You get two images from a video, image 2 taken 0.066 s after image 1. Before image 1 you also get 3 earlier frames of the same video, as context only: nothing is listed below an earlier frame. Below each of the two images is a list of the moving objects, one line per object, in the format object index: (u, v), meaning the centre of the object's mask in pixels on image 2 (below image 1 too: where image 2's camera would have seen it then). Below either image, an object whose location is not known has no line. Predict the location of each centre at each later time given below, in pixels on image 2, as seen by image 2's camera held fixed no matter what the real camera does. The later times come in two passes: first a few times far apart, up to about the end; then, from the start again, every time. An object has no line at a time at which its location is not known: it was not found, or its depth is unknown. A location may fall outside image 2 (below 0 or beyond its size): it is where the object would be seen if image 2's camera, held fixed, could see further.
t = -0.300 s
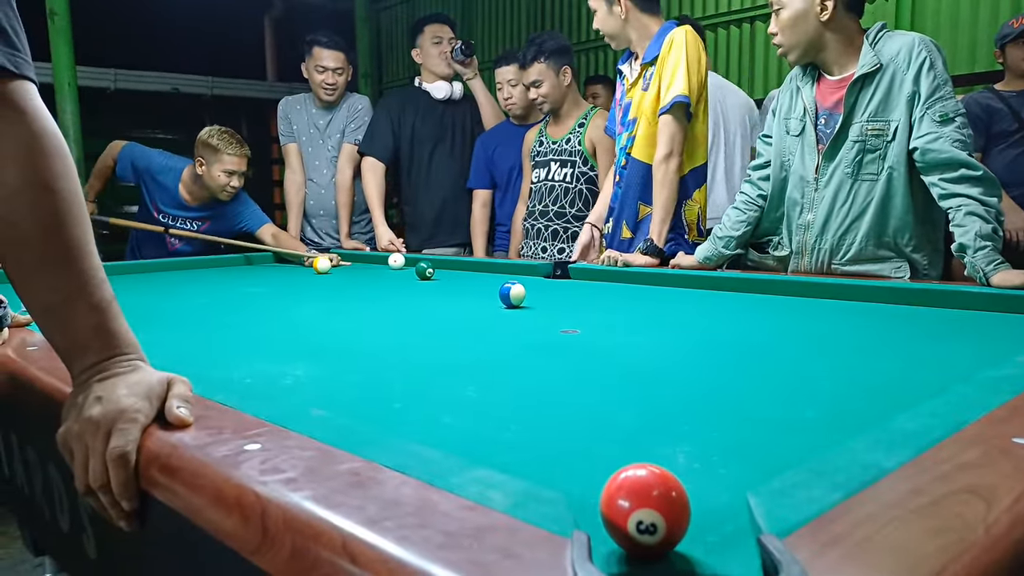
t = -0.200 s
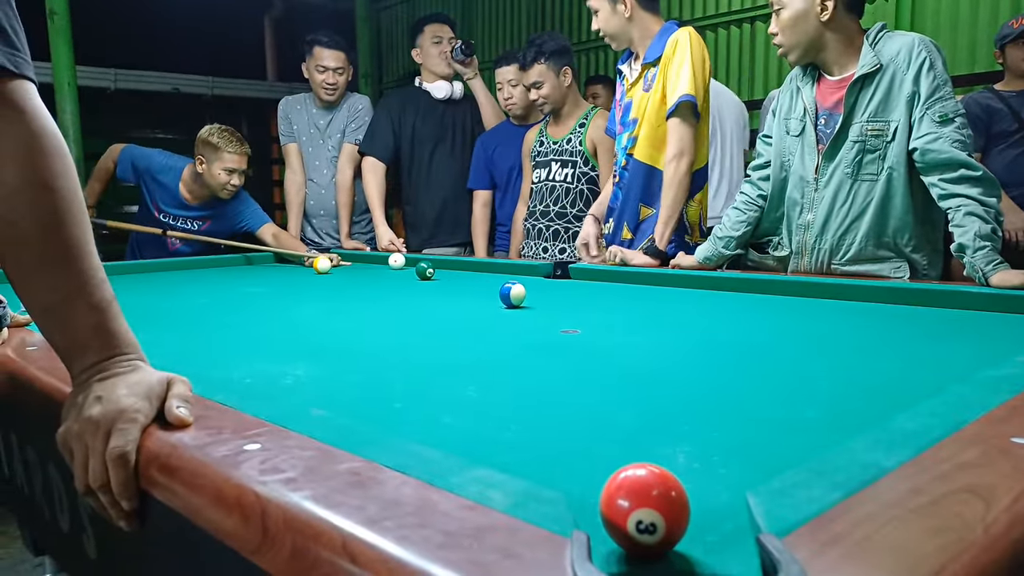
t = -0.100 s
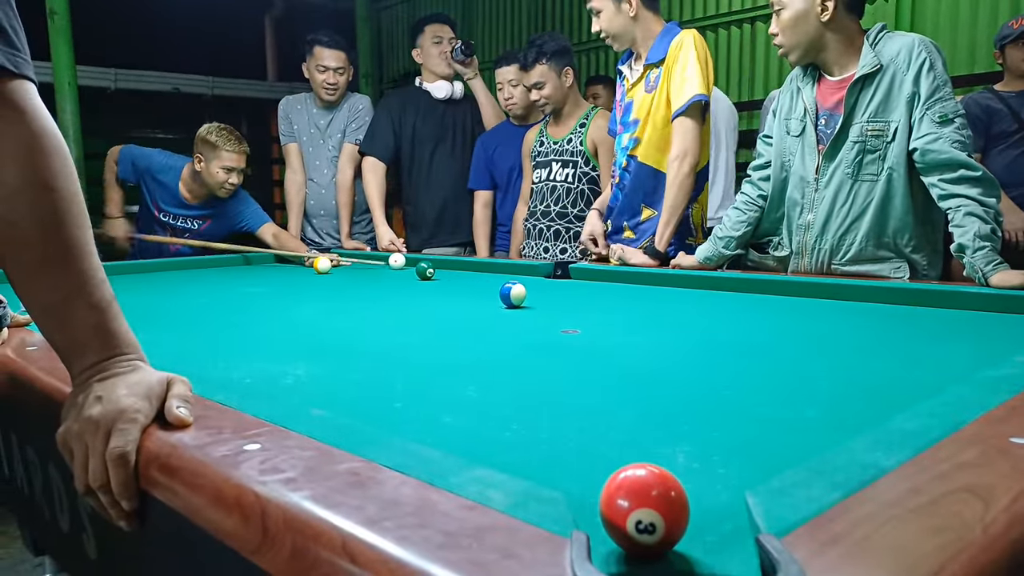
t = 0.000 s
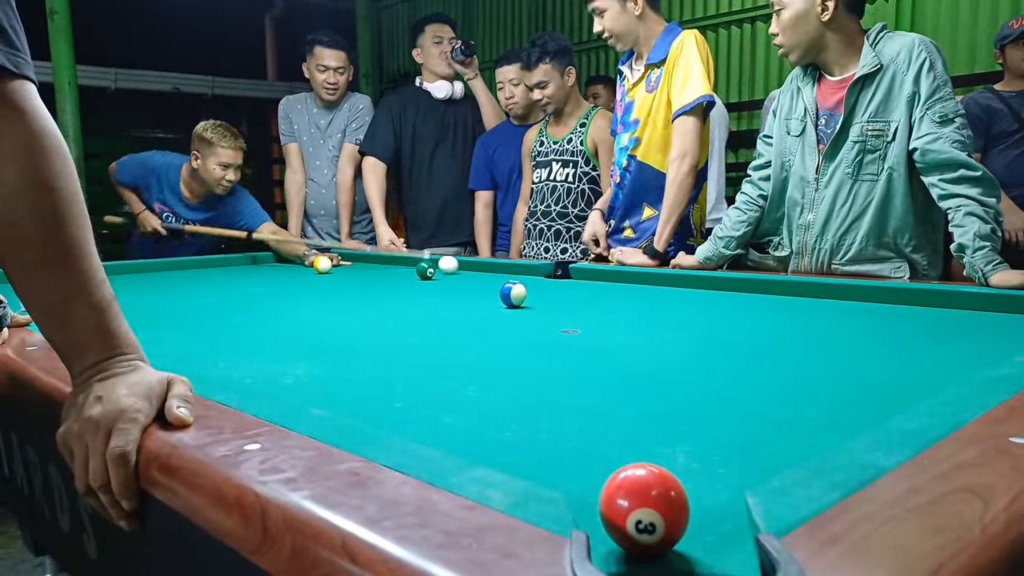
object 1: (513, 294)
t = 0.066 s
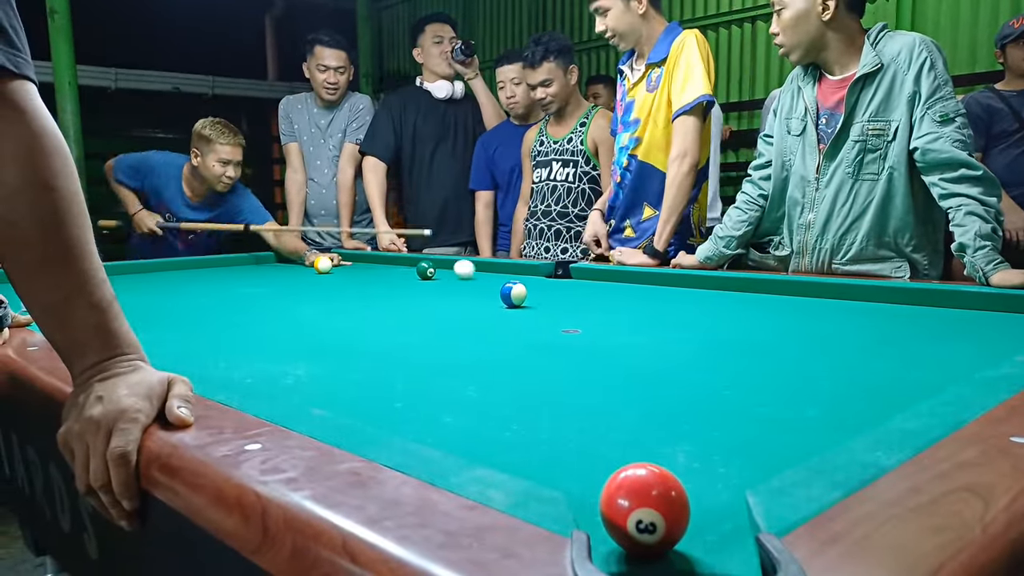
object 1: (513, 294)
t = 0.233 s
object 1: (514, 294)
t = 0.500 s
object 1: (479, 317)
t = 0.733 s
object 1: (425, 352)
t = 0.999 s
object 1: (371, 404)
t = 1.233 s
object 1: (547, 399)
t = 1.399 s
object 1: (664, 394)
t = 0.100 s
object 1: (513, 294)
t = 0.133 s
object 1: (513, 294)
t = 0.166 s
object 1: (513, 294)
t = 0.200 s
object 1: (514, 294)
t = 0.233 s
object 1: (514, 294)
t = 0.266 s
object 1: (514, 294)
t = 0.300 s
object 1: (514, 294)
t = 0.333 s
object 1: (509, 297)
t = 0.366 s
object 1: (503, 301)
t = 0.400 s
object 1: (497, 305)
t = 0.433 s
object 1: (491, 309)
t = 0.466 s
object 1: (485, 313)
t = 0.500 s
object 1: (479, 317)
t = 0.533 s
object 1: (473, 321)
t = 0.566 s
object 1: (466, 326)
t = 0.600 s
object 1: (459, 330)
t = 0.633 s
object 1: (452, 335)
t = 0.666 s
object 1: (444, 340)
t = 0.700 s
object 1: (434, 347)
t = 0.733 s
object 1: (425, 352)
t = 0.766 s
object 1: (415, 359)
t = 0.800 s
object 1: (404, 366)
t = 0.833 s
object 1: (391, 375)
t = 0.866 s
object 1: (378, 382)
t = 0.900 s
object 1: (363, 393)
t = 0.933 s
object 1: (349, 397)
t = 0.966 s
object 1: (340, 401)
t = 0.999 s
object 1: (371, 404)
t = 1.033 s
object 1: (397, 407)
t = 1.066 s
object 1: (425, 405)
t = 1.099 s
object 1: (451, 404)
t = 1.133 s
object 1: (474, 403)
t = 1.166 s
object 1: (499, 402)
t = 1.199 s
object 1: (522, 401)
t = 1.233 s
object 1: (547, 399)
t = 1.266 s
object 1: (572, 398)
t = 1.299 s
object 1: (594, 397)
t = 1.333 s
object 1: (619, 397)
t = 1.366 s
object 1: (641, 397)
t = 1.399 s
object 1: (664, 394)
